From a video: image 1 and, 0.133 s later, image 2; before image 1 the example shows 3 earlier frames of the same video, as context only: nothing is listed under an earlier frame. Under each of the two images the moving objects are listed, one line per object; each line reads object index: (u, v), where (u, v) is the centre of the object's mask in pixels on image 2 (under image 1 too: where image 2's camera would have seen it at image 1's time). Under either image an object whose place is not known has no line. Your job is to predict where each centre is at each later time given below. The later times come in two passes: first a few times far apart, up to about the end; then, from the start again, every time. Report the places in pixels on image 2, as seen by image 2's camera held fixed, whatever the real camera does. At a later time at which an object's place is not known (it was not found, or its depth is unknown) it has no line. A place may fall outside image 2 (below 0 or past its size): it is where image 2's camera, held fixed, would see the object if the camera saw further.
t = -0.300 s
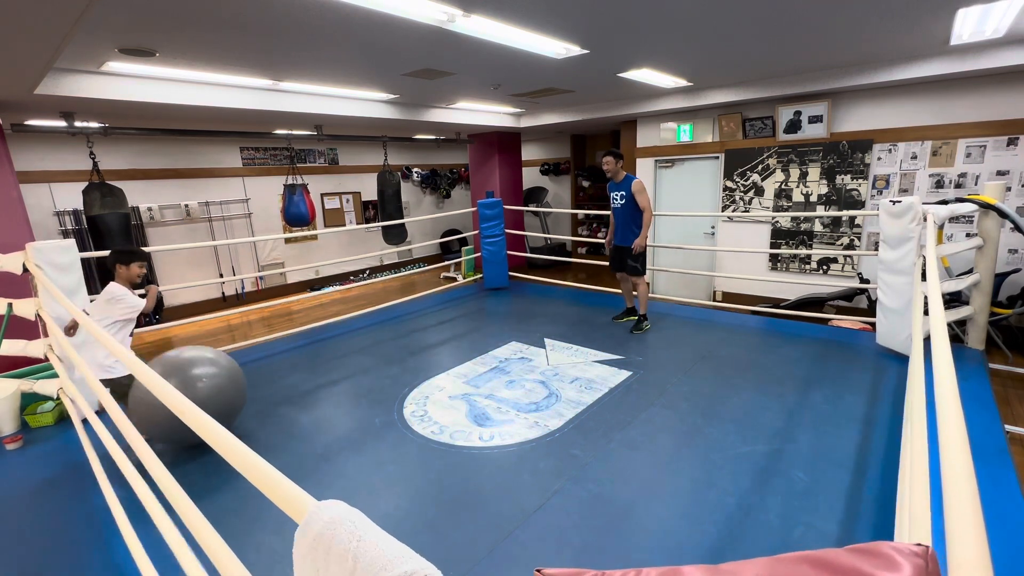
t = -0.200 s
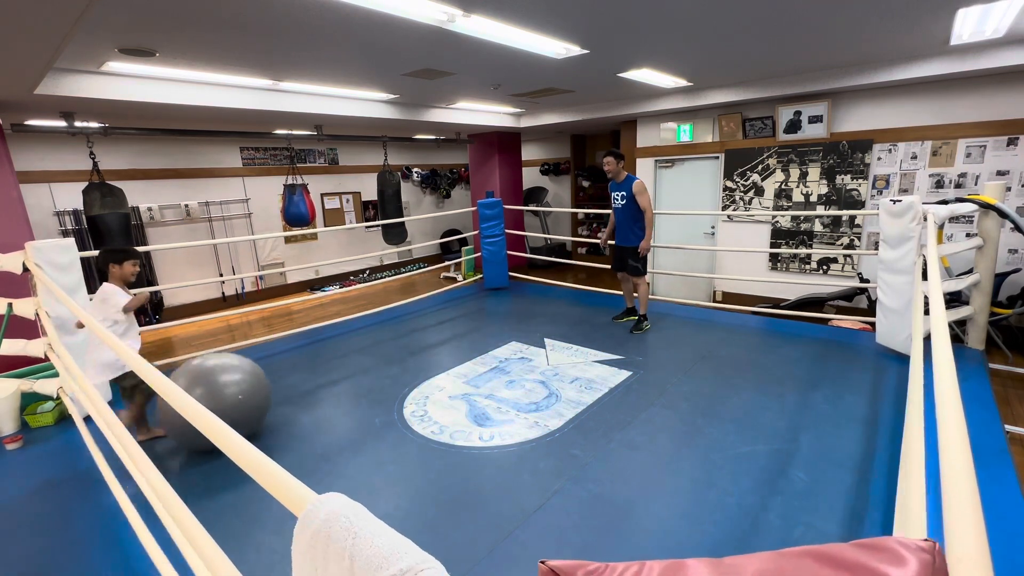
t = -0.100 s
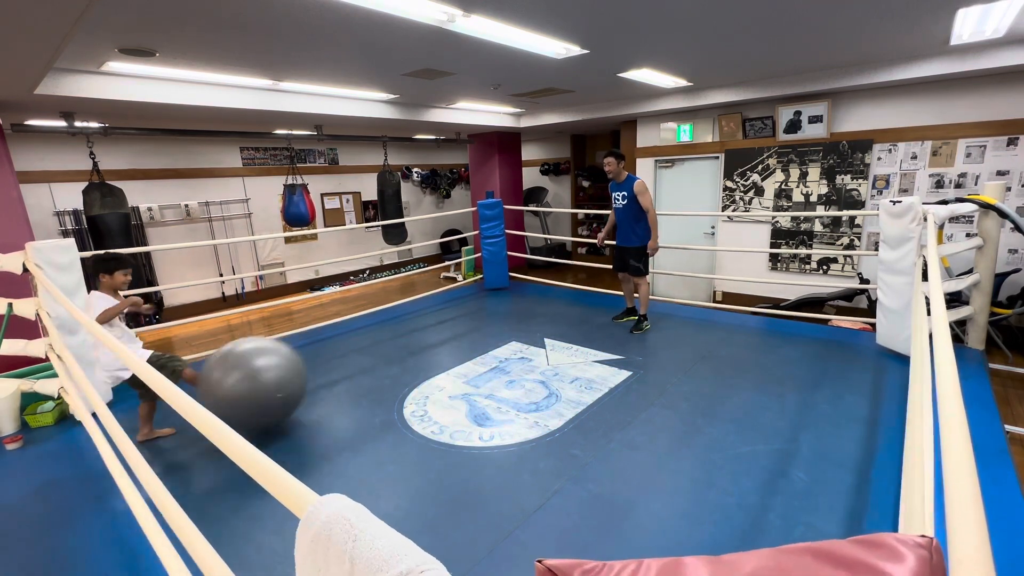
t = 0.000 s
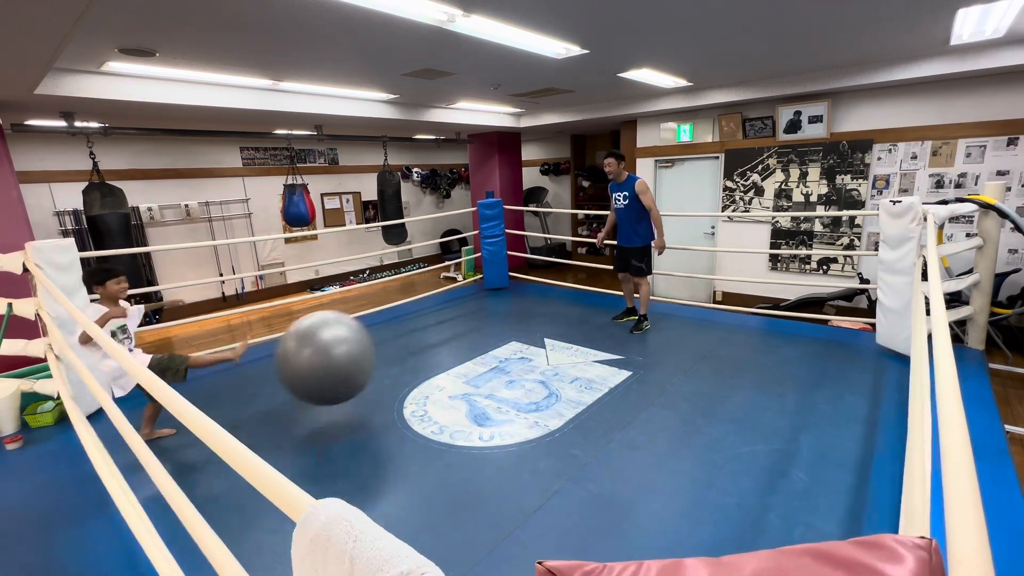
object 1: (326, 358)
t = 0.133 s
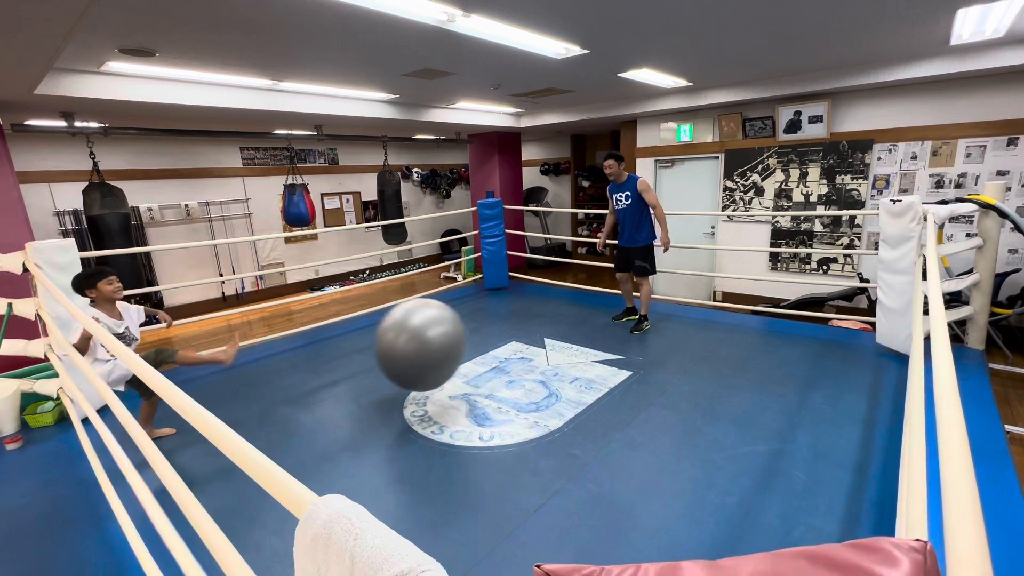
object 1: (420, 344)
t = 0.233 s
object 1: (488, 349)
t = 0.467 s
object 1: (603, 336)
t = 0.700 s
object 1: (694, 318)
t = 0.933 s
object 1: (782, 341)
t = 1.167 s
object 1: (865, 317)
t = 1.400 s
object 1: (860, 320)
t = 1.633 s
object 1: (831, 309)
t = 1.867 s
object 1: (819, 317)
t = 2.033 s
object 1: (816, 313)
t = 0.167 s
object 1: (443, 345)
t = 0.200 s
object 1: (466, 346)
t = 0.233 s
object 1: (488, 349)
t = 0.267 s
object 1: (509, 354)
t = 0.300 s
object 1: (529, 360)
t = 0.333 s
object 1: (547, 365)
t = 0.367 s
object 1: (561, 359)
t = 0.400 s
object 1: (575, 353)
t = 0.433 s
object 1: (589, 342)
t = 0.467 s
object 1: (603, 336)
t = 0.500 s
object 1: (616, 330)
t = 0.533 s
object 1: (630, 325)
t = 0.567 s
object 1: (643, 322)
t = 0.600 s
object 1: (656, 320)
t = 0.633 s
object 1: (669, 317)
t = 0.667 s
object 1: (682, 317)
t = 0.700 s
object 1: (694, 318)
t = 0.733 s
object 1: (707, 320)
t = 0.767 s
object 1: (720, 323)
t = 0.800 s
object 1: (732, 328)
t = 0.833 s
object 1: (745, 334)
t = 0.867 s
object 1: (757, 341)
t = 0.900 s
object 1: (769, 346)
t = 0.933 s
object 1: (782, 341)
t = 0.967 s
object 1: (795, 335)
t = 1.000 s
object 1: (808, 327)
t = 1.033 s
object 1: (821, 323)
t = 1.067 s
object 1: (832, 320)
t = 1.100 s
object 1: (844, 318)
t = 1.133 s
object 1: (855, 317)
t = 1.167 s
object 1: (865, 317)
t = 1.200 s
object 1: (872, 318)
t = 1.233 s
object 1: (875, 318)
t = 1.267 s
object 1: (874, 316)
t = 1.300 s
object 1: (871, 316)
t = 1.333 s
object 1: (868, 316)
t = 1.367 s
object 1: (865, 317)
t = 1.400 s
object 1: (860, 320)
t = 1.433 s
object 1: (849, 321)
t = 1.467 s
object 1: (846, 324)
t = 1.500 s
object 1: (841, 321)
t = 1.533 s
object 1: (837, 315)
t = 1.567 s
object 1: (835, 312)
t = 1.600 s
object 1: (833, 308)
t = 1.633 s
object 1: (831, 309)
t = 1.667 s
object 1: (829, 310)
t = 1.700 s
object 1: (827, 312)
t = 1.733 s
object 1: (825, 314)
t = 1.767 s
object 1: (823, 318)
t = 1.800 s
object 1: (821, 321)
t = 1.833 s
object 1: (819, 320)
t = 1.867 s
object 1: (819, 317)
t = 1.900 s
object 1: (819, 315)
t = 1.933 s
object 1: (818, 313)
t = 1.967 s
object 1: (817, 313)
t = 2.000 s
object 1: (816, 313)
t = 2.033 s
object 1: (816, 313)
